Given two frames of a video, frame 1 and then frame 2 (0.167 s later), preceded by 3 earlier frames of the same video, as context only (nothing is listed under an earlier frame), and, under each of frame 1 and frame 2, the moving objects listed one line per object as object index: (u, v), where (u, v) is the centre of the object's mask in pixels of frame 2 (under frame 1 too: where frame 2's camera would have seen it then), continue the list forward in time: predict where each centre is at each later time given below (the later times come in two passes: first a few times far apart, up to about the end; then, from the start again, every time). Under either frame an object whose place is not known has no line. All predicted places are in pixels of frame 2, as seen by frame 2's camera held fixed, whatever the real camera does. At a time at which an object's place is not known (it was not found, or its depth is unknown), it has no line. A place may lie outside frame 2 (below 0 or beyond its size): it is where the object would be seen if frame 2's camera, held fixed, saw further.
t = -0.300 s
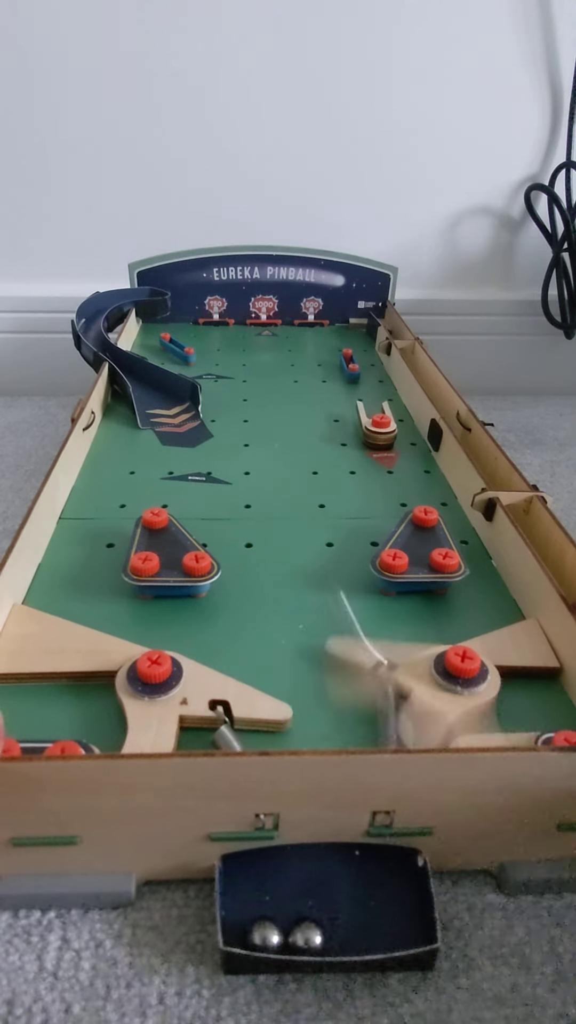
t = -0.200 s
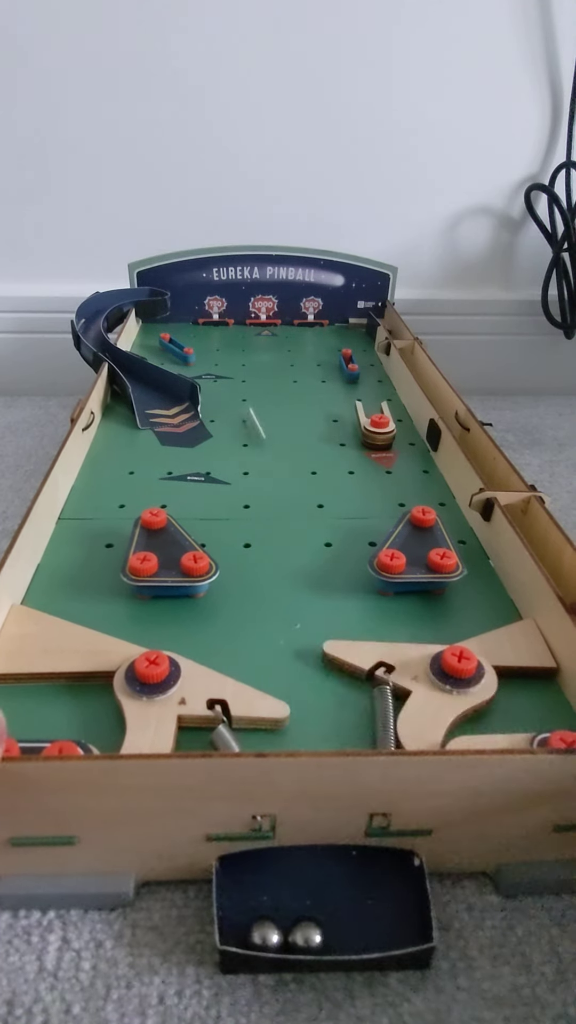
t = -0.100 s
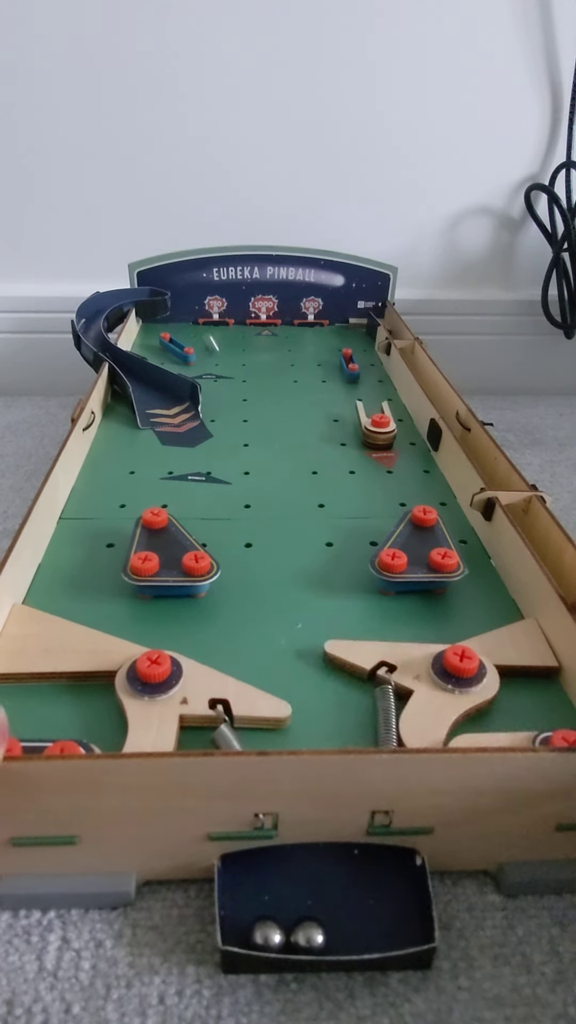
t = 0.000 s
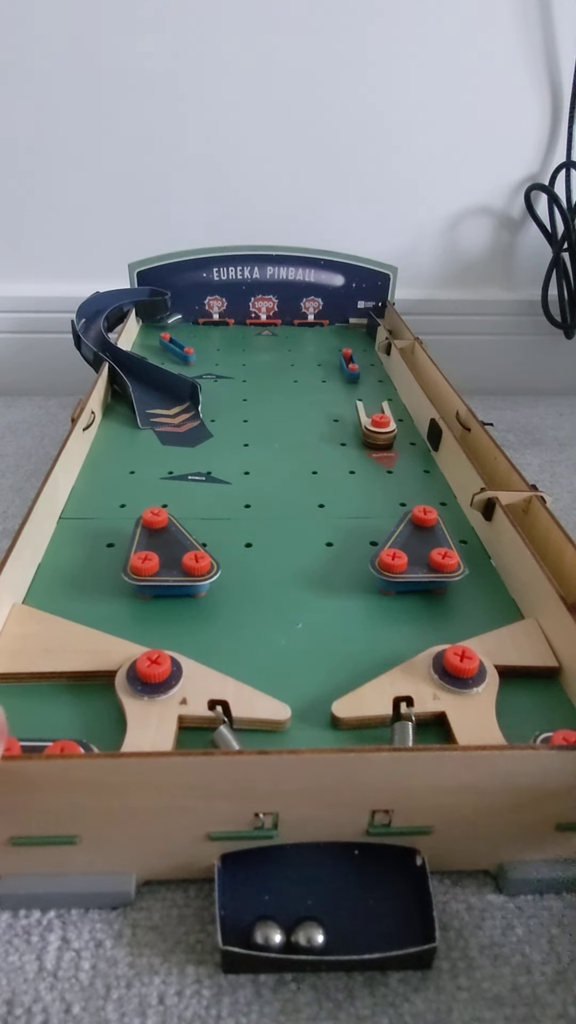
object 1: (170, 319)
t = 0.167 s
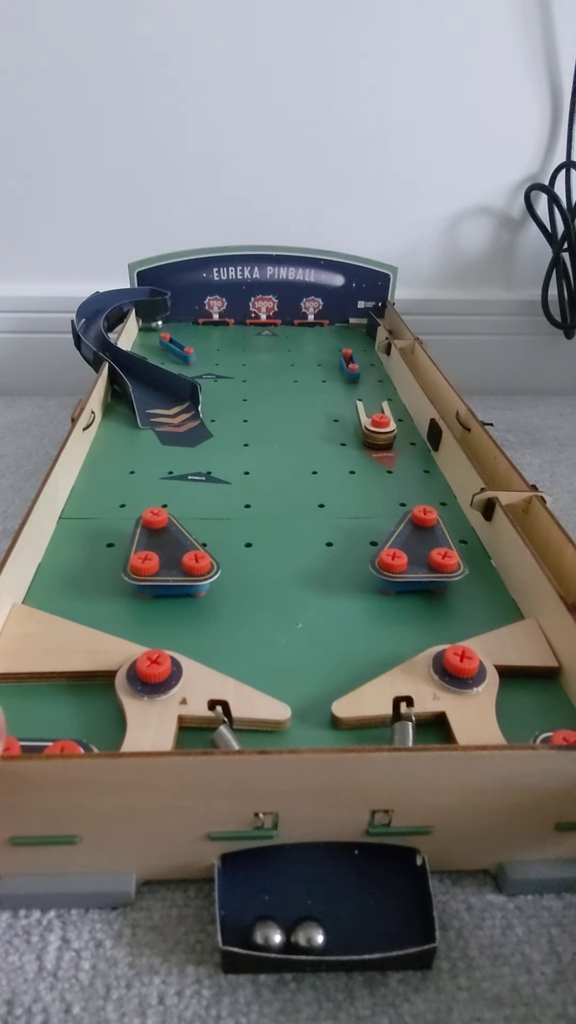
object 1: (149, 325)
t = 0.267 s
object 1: (155, 325)
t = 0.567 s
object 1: (179, 336)
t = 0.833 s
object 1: (221, 354)
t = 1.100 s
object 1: (272, 406)
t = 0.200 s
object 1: (154, 325)
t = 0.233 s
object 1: (155, 325)
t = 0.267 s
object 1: (155, 325)
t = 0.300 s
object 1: (156, 326)
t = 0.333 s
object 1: (158, 326)
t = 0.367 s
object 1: (157, 326)
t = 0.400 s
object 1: (167, 327)
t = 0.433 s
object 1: (168, 329)
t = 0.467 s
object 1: (170, 330)
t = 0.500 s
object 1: (172, 333)
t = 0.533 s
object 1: (175, 335)
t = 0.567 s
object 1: (179, 336)
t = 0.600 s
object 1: (184, 337)
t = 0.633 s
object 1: (188, 339)
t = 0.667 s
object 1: (194, 341)
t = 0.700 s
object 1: (199, 342)
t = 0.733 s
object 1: (204, 345)
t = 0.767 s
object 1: (210, 347)
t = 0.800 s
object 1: (215, 350)
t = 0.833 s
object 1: (221, 354)
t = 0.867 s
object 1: (227, 358)
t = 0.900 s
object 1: (233, 363)
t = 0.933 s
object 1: (239, 368)
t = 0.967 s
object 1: (246, 374)
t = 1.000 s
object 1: (251, 381)
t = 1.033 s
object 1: (258, 388)
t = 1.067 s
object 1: (264, 396)
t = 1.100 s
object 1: (272, 406)
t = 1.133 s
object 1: (279, 417)
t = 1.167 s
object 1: (287, 429)
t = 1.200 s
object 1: (296, 443)
